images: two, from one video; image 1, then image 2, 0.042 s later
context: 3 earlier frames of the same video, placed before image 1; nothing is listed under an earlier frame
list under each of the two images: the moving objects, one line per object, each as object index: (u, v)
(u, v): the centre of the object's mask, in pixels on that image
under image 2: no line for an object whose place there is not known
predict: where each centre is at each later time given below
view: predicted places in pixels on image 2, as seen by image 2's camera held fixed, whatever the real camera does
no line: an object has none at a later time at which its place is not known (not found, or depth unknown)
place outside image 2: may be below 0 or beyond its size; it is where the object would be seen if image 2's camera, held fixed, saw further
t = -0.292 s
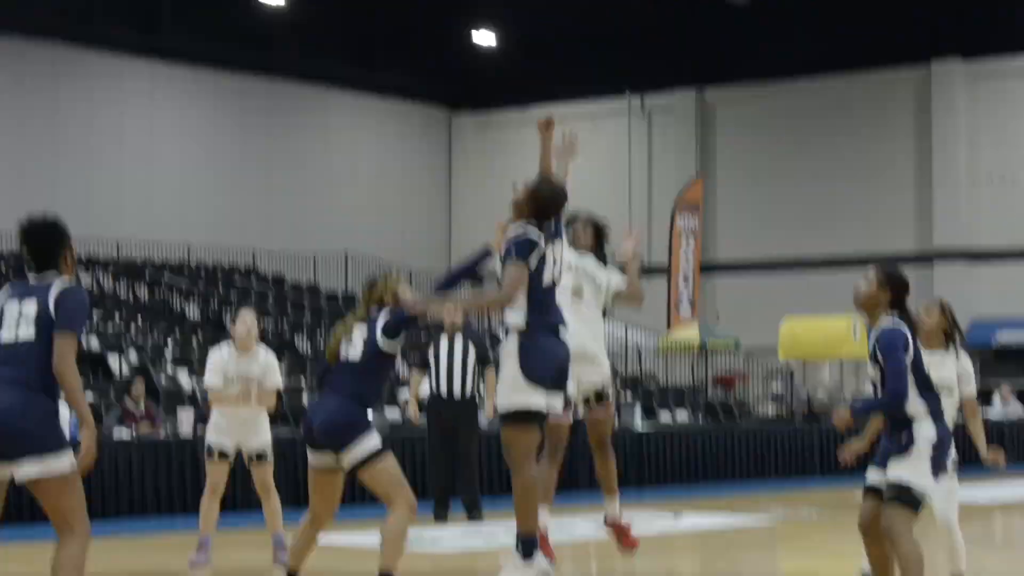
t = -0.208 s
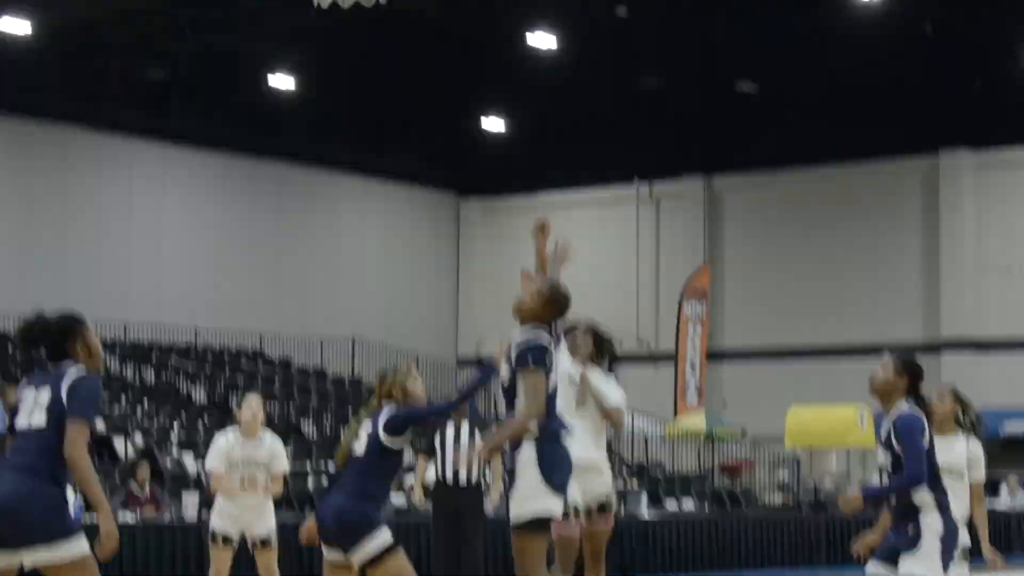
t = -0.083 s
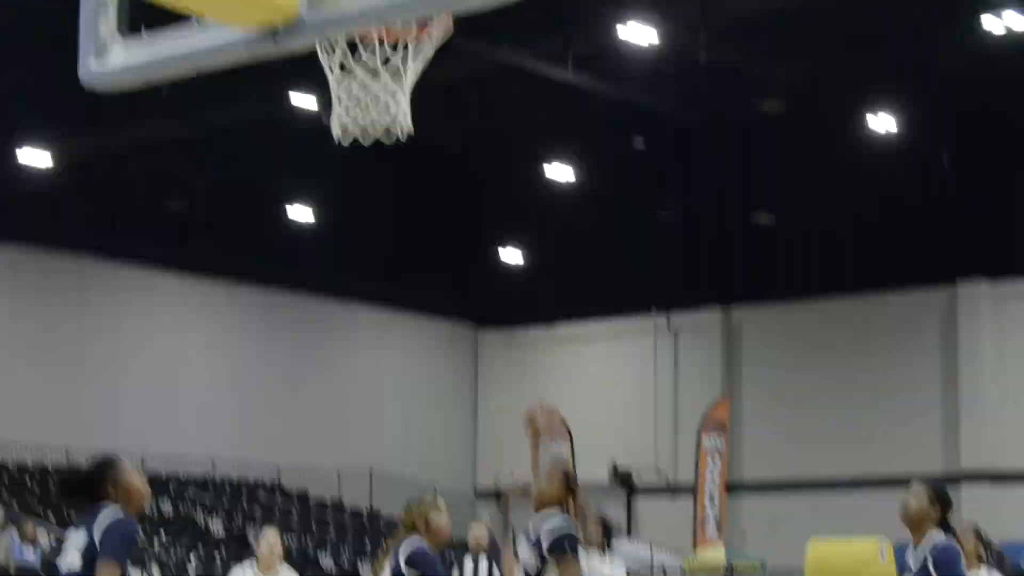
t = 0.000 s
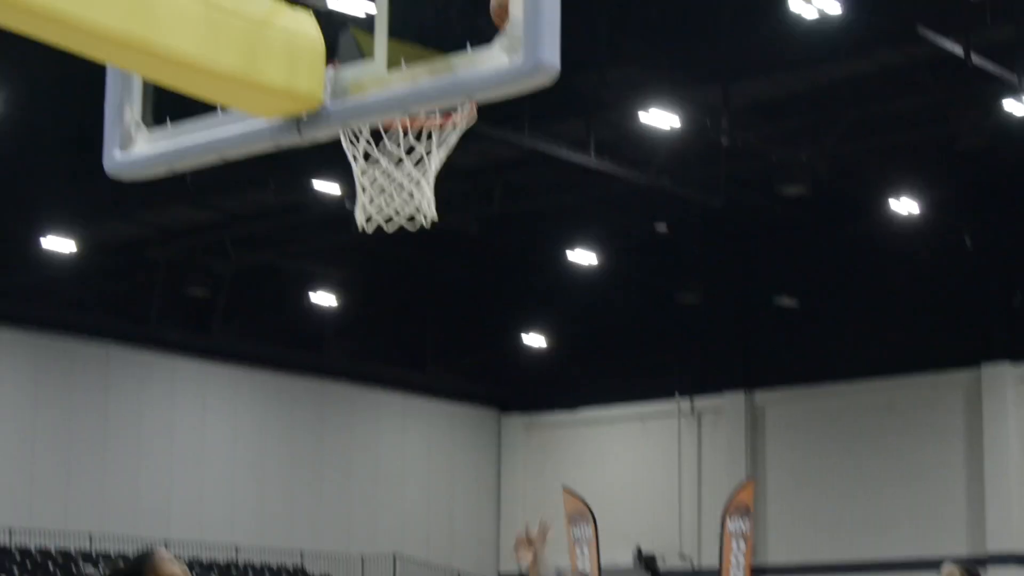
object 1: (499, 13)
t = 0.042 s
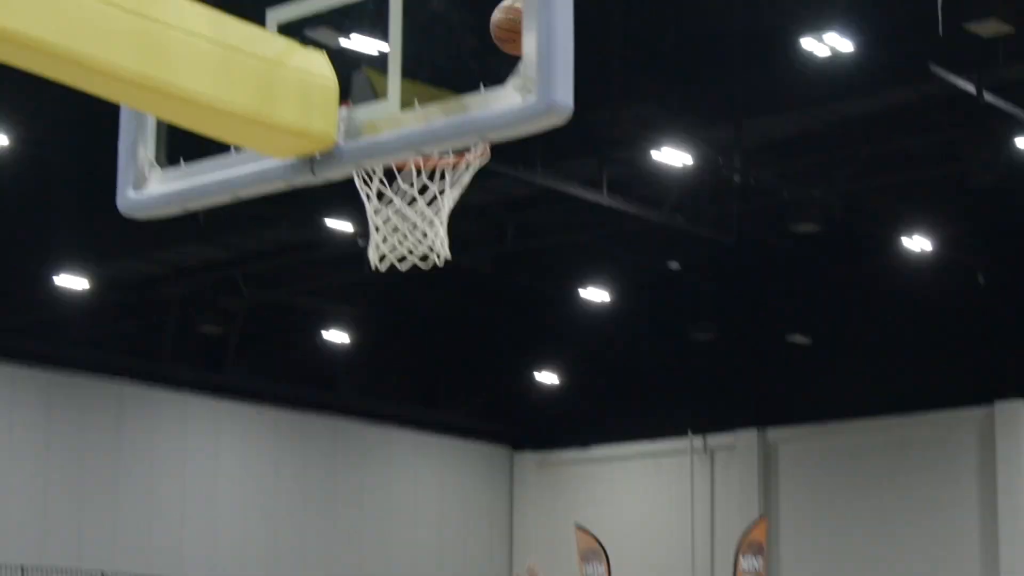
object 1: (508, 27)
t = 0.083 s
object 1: (503, 14)
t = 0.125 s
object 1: (495, 1)
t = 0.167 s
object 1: (486, -5)
